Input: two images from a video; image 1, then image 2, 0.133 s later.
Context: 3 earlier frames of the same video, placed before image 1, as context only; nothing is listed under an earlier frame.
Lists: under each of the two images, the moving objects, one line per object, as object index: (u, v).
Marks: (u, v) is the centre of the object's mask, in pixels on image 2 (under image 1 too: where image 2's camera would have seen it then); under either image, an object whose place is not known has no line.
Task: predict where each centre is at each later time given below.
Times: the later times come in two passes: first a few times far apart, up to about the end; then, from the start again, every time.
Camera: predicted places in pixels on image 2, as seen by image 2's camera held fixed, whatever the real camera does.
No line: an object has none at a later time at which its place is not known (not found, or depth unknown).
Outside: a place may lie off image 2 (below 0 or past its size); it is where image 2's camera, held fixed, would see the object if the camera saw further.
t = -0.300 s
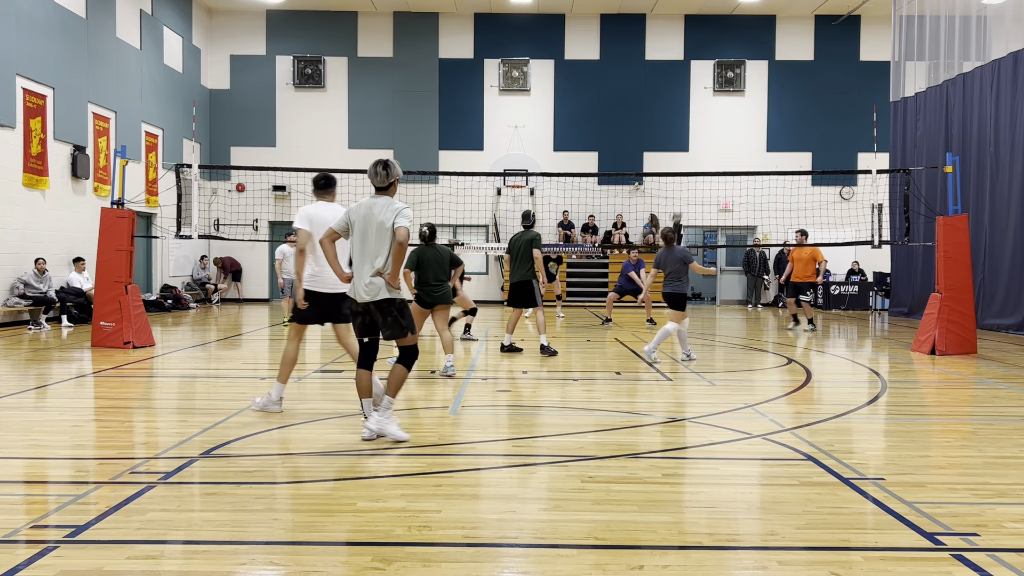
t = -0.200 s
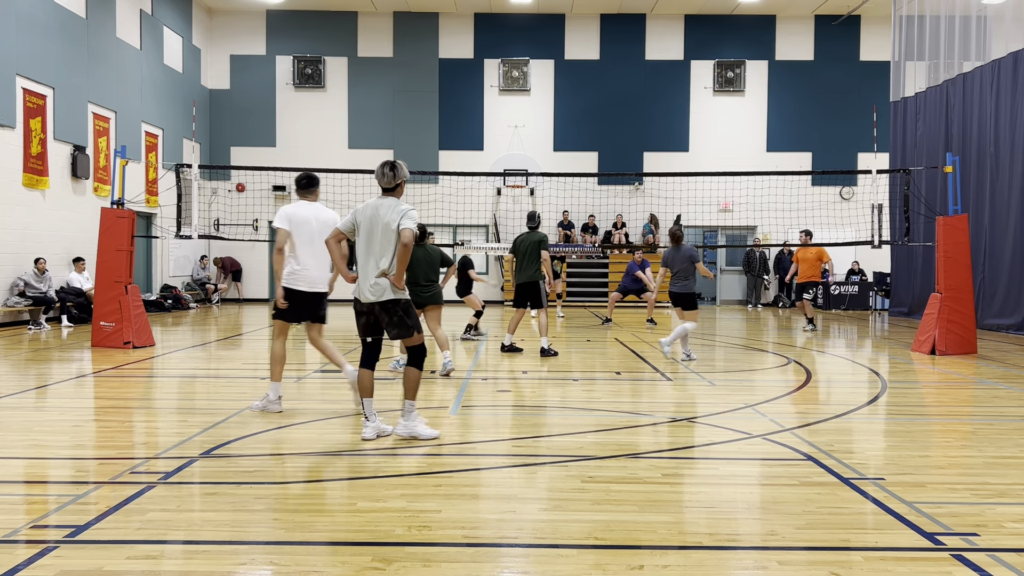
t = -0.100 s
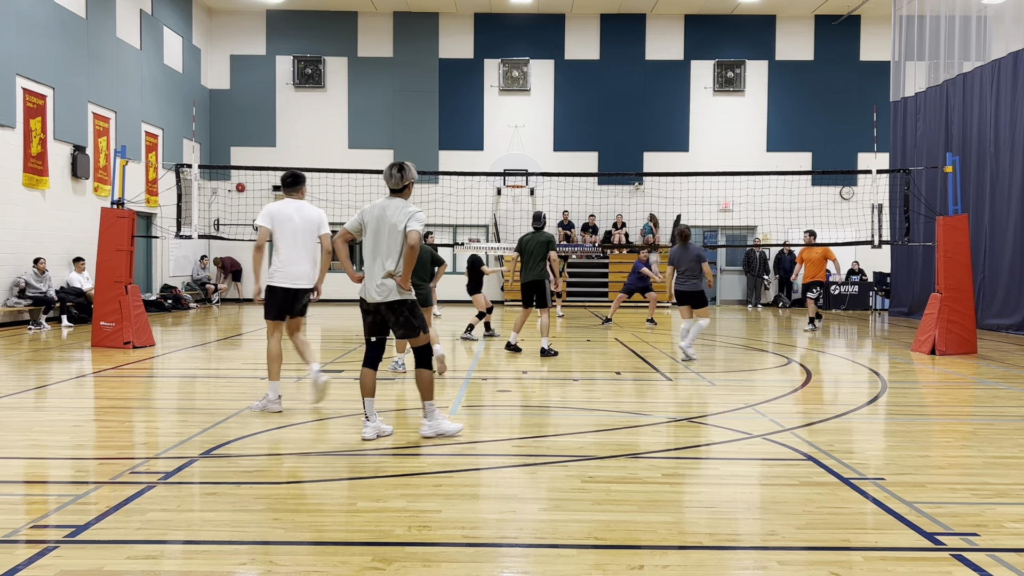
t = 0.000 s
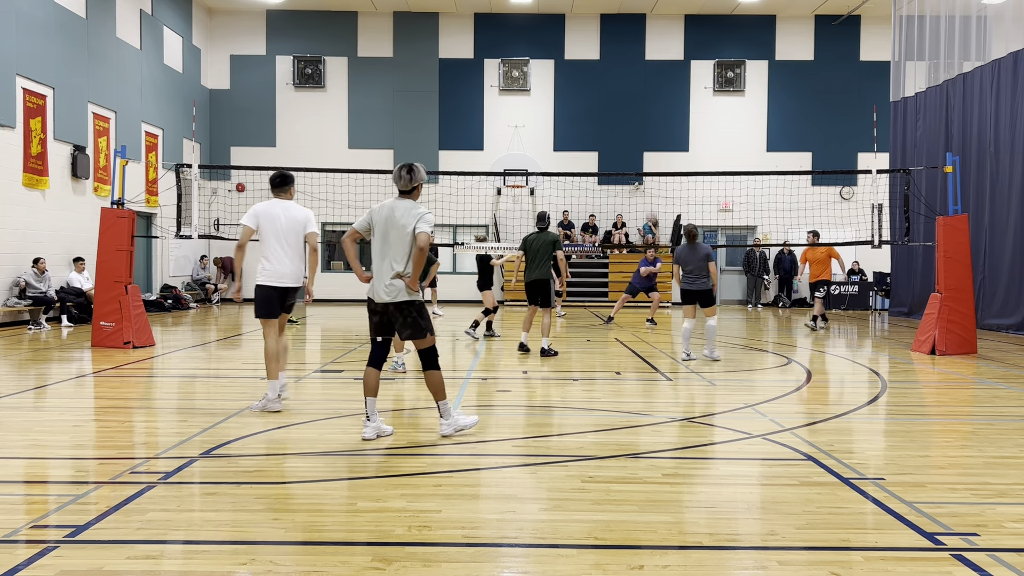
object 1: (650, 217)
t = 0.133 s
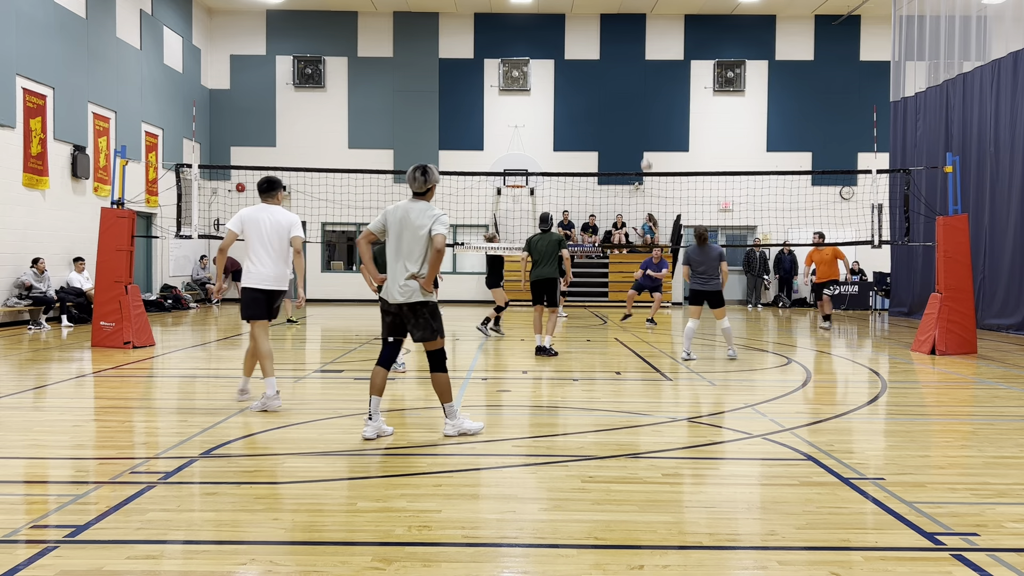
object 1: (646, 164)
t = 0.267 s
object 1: (641, 123)
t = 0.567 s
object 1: (628, 64)
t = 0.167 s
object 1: (645, 153)
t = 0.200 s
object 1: (644, 143)
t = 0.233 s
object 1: (642, 133)
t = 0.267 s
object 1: (641, 123)
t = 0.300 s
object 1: (640, 114)
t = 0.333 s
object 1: (639, 106)
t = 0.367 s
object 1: (637, 98)
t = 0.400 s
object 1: (636, 91)
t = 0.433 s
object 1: (634, 84)
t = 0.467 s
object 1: (633, 78)
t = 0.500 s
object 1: (631, 73)
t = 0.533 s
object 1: (630, 68)
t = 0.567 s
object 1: (628, 64)
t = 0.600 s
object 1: (627, 61)
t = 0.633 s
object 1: (625, 58)
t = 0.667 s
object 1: (624, 56)
